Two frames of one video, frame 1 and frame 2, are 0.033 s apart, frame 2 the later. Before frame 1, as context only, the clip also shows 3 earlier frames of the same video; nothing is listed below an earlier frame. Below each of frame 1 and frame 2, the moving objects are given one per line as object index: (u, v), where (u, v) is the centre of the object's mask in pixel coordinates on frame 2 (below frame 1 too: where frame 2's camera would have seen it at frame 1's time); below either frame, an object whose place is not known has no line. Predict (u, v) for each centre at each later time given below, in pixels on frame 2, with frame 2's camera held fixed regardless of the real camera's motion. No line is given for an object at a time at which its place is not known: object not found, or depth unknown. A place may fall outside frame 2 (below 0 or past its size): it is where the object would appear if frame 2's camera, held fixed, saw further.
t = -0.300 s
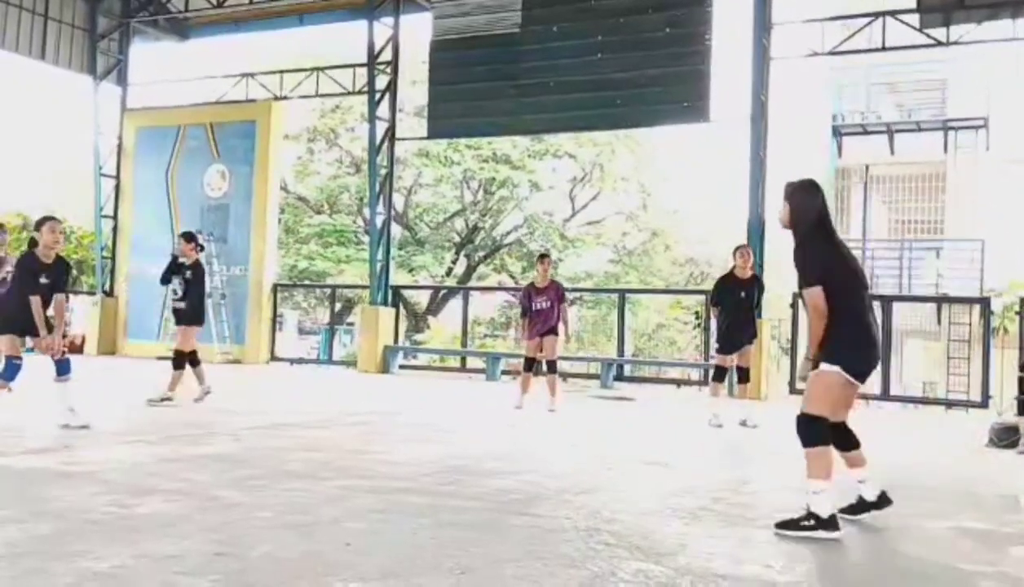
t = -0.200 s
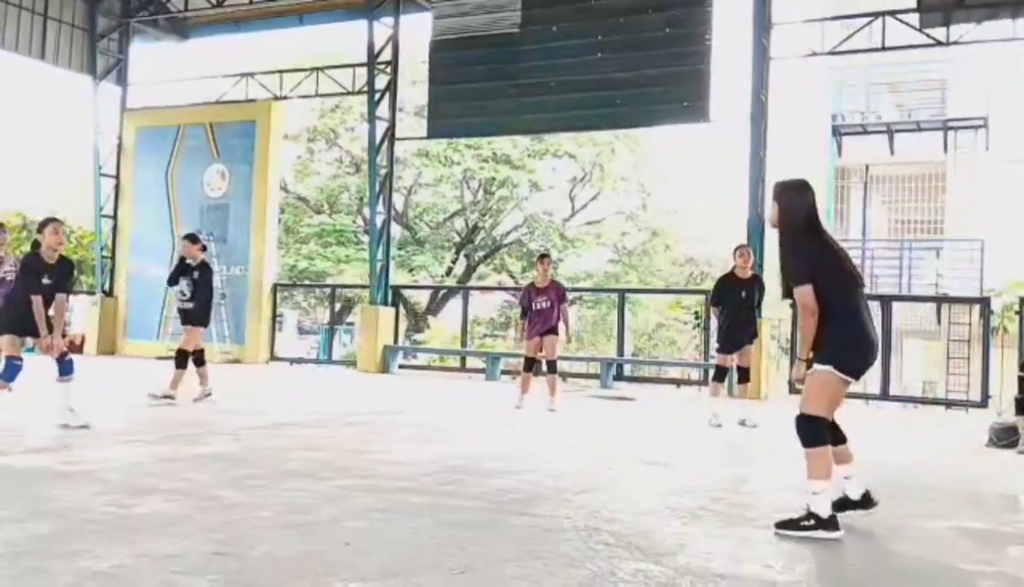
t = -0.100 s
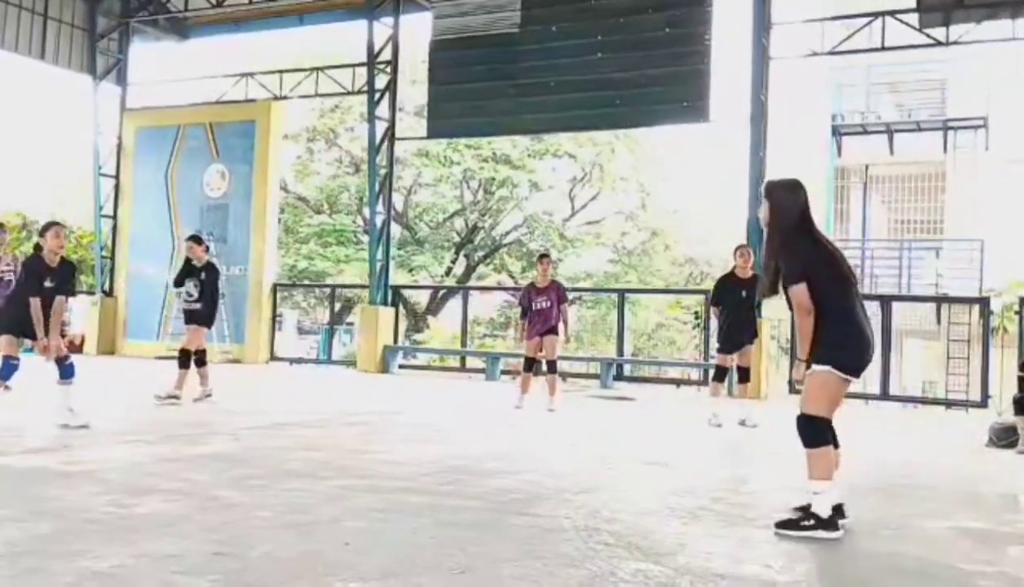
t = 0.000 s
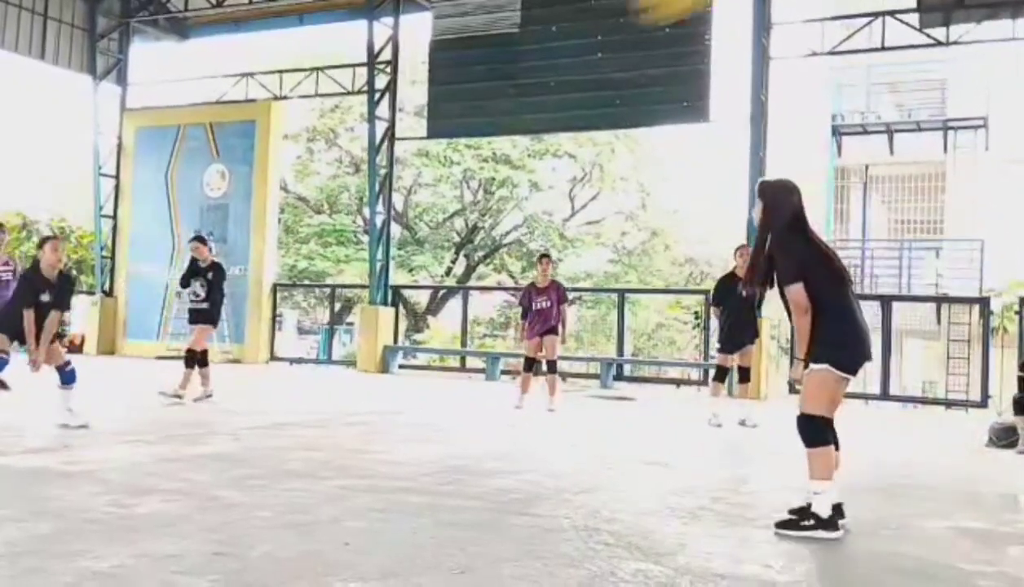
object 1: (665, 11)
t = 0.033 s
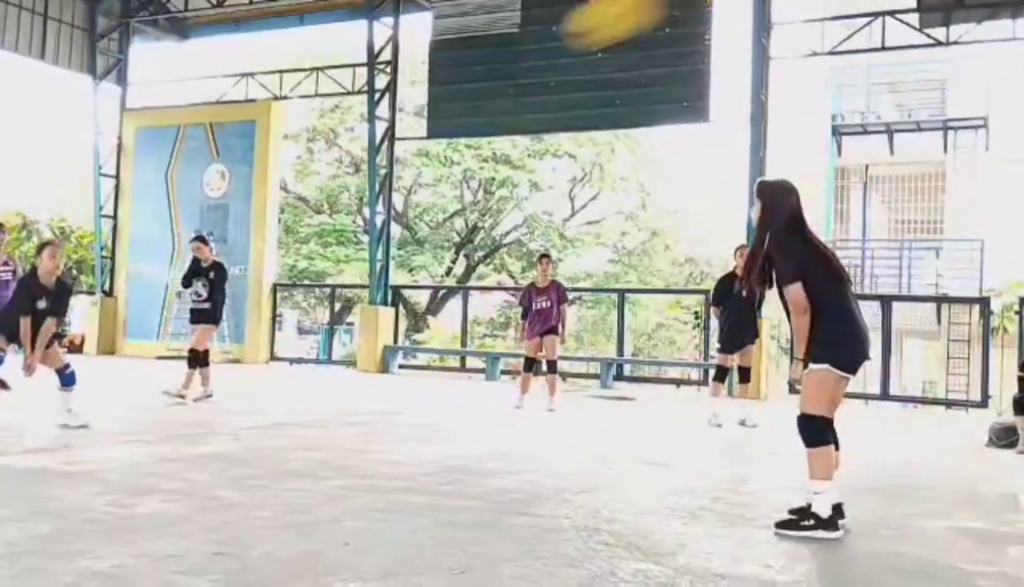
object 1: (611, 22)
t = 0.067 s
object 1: (548, 44)
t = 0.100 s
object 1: (485, 70)
